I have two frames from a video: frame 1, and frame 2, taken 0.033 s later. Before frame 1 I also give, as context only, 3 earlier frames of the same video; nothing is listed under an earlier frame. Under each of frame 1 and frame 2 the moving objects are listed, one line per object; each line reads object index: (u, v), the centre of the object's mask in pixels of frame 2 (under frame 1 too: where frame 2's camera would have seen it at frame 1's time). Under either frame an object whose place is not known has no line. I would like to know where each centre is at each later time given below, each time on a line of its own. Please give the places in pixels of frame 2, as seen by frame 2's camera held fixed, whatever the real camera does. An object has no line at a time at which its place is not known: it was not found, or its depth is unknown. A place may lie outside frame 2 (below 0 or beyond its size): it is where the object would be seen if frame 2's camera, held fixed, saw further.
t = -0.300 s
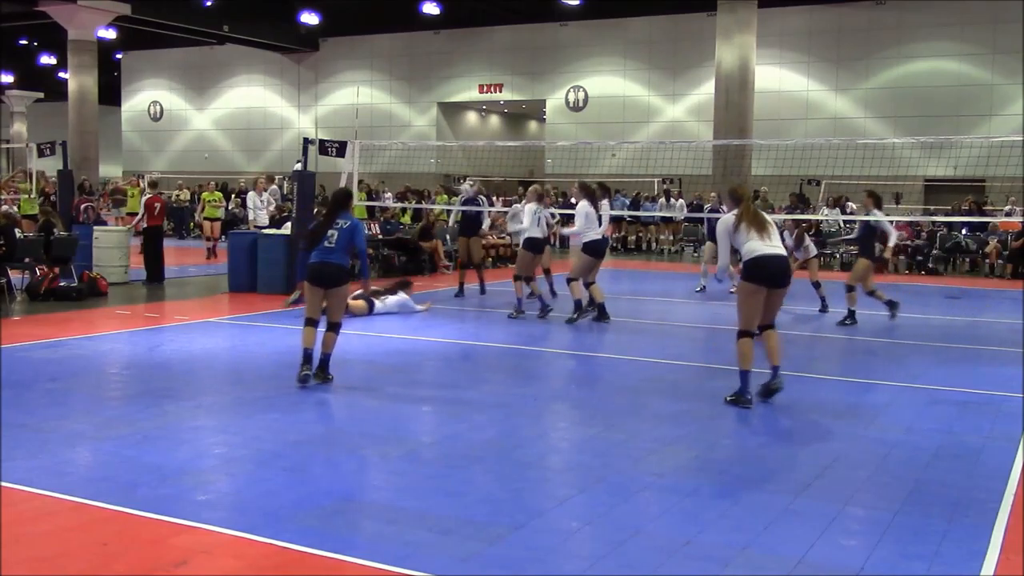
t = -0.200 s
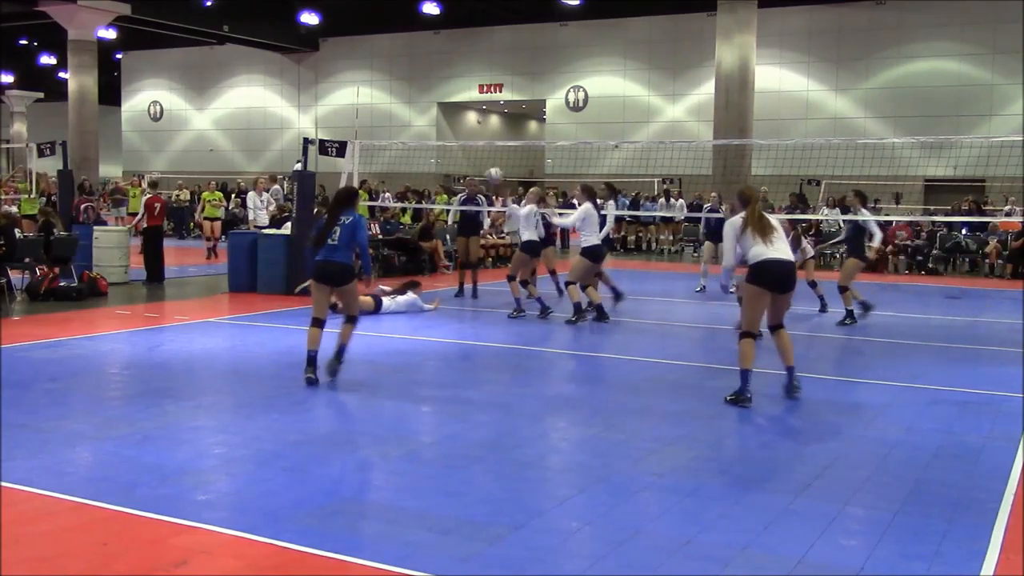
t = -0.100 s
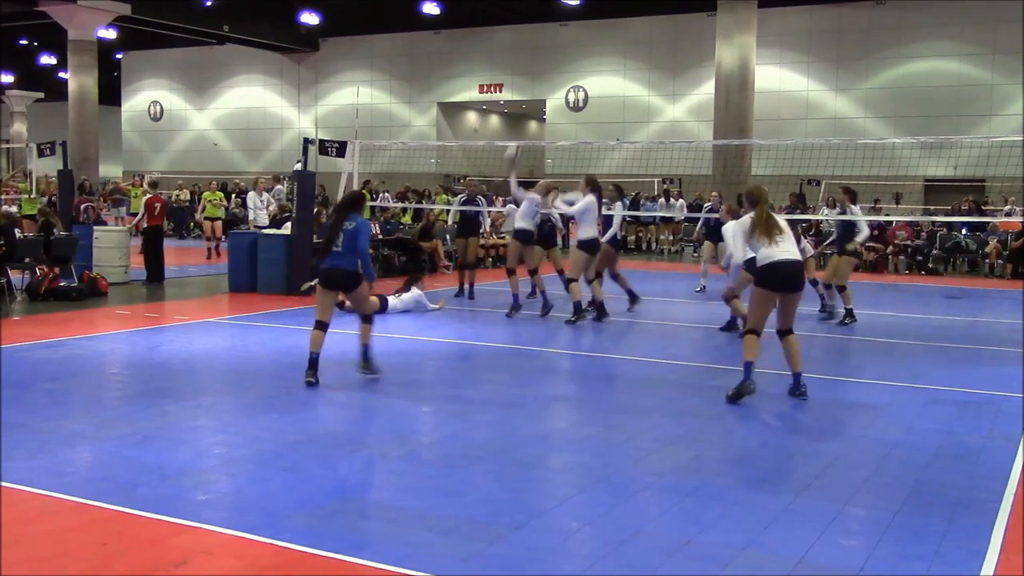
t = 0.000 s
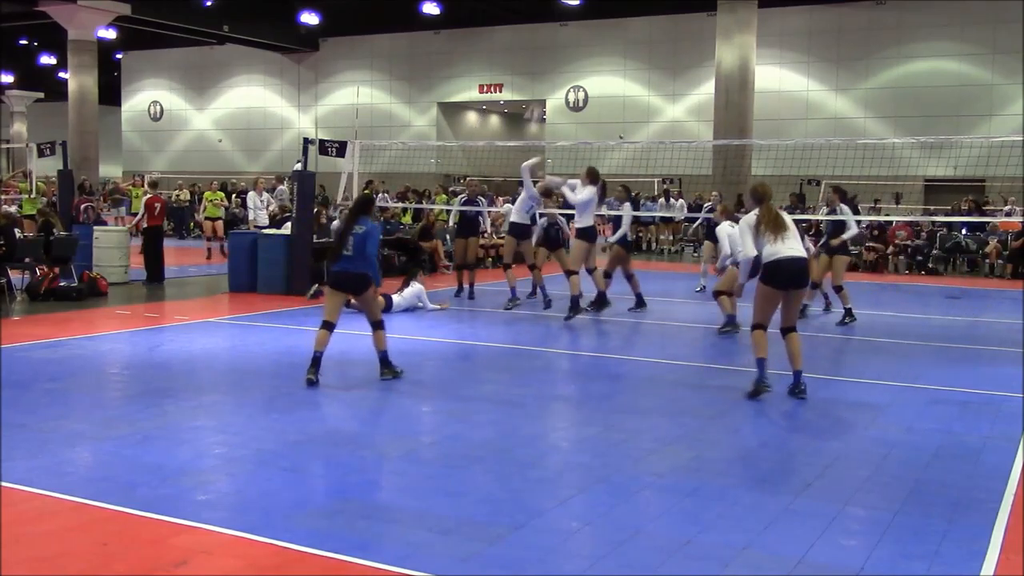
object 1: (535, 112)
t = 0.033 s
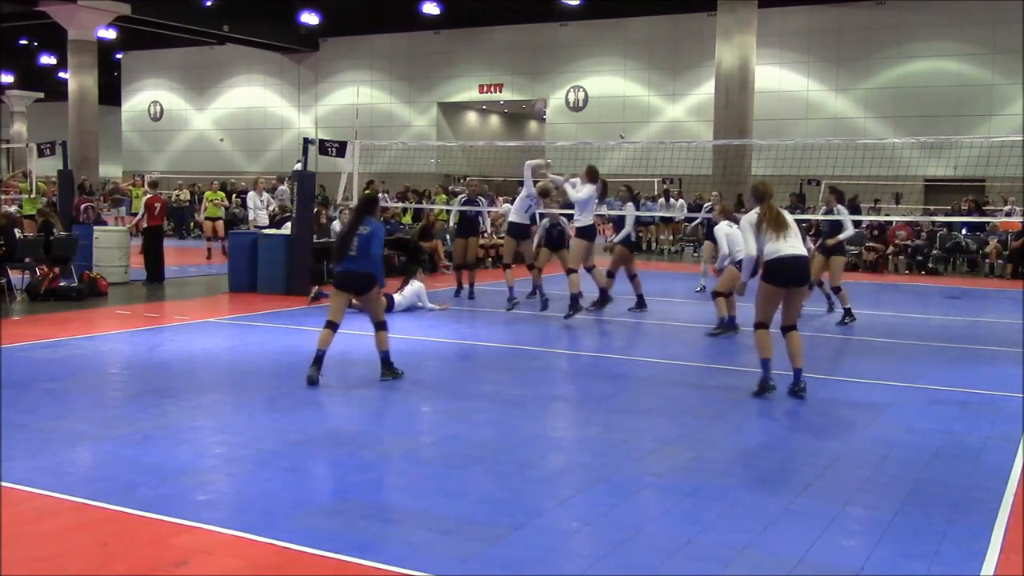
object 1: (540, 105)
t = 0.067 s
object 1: (547, 94)
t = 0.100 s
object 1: (554, 84)
